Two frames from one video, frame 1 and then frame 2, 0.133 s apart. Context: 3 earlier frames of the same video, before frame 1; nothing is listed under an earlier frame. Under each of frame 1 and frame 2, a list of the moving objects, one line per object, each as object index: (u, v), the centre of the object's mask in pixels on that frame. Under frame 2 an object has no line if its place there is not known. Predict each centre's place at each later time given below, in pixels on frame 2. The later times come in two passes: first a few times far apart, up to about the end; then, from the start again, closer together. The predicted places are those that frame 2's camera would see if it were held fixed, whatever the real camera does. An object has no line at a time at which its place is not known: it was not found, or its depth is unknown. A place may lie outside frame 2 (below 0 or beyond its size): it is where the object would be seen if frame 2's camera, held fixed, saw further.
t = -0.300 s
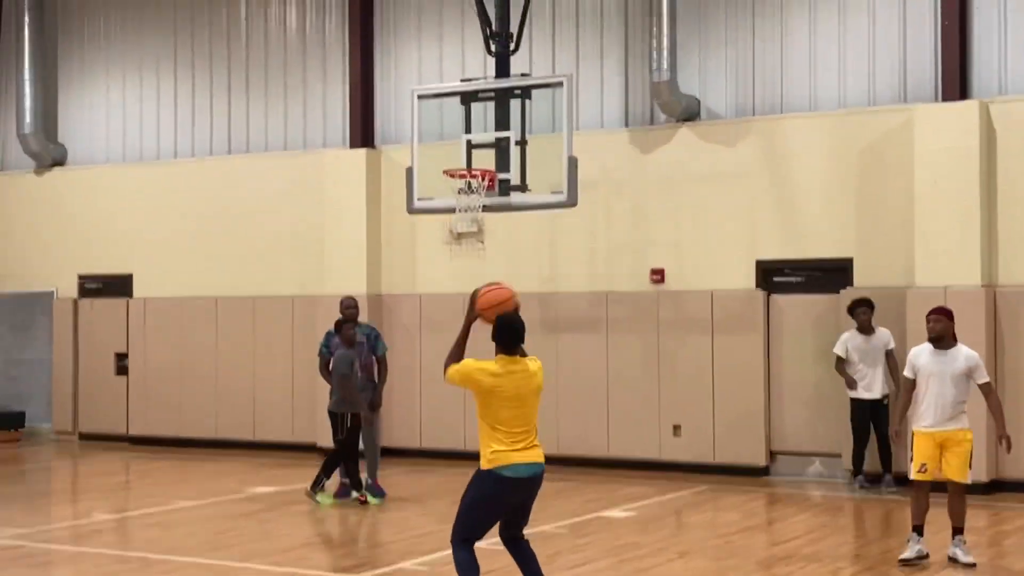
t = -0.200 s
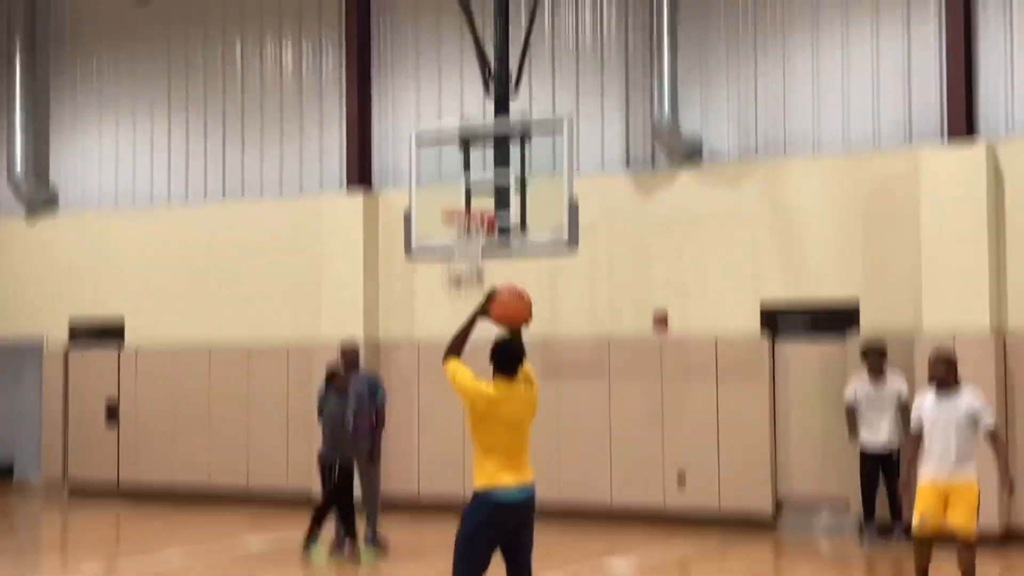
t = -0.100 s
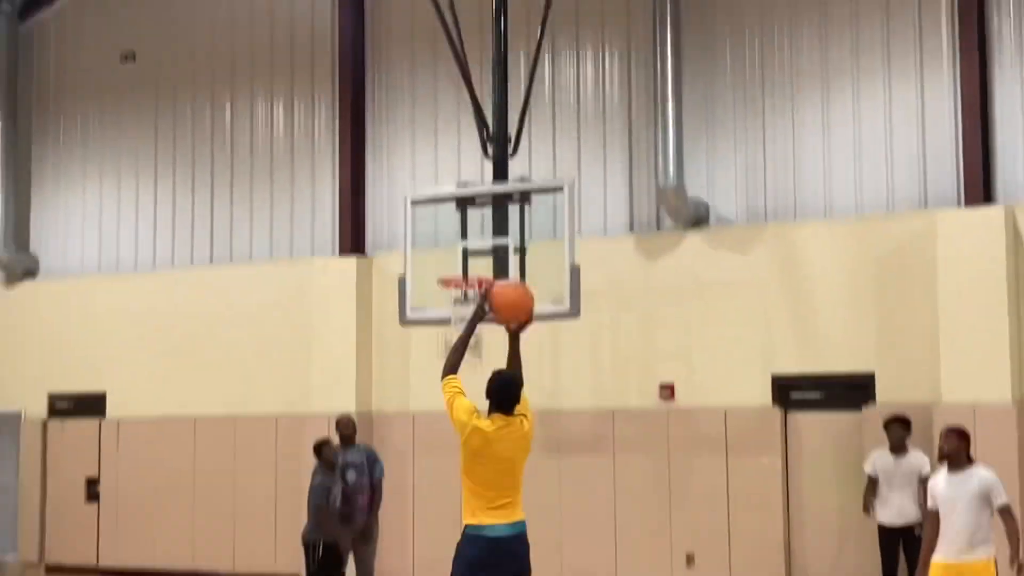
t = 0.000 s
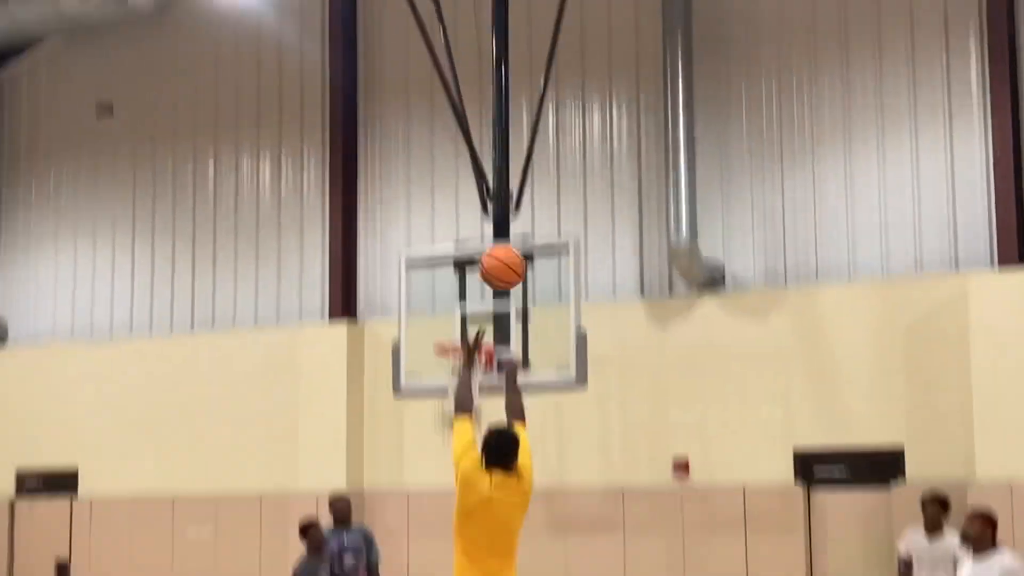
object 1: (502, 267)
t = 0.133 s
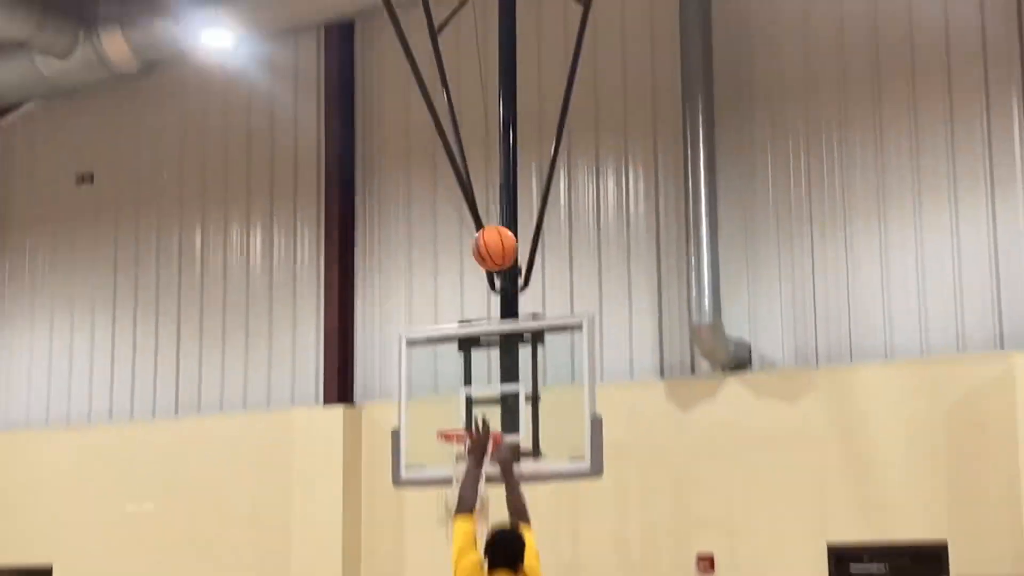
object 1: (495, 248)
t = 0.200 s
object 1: (488, 215)
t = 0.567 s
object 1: (456, 195)
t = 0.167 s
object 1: (492, 231)
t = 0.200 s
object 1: (488, 215)
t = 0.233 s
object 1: (485, 204)
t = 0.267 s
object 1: (482, 195)
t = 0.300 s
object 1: (478, 187)
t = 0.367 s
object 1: (472, 177)
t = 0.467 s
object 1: (464, 178)
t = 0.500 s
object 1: (461, 182)
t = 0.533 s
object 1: (459, 188)
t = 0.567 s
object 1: (456, 195)
